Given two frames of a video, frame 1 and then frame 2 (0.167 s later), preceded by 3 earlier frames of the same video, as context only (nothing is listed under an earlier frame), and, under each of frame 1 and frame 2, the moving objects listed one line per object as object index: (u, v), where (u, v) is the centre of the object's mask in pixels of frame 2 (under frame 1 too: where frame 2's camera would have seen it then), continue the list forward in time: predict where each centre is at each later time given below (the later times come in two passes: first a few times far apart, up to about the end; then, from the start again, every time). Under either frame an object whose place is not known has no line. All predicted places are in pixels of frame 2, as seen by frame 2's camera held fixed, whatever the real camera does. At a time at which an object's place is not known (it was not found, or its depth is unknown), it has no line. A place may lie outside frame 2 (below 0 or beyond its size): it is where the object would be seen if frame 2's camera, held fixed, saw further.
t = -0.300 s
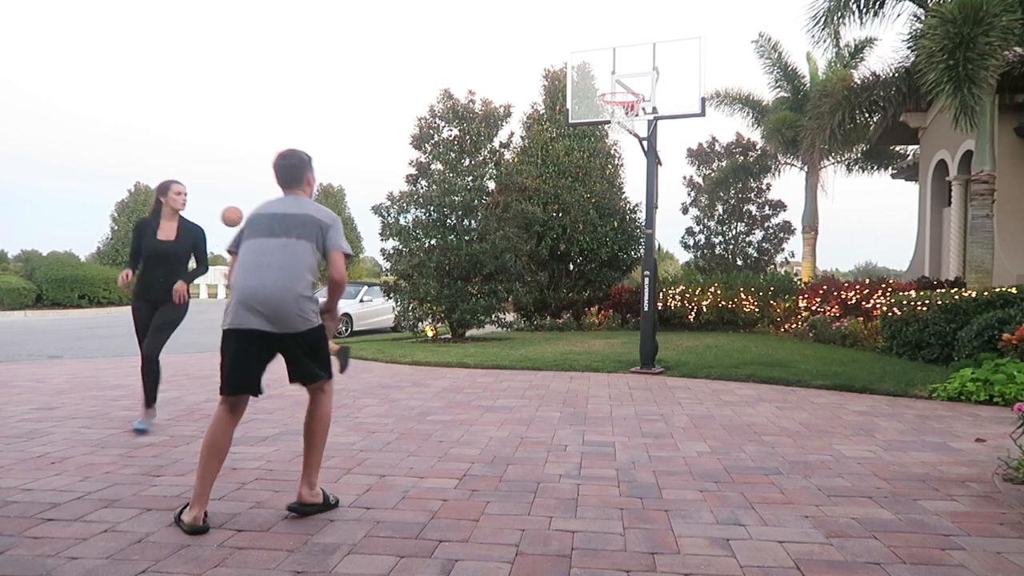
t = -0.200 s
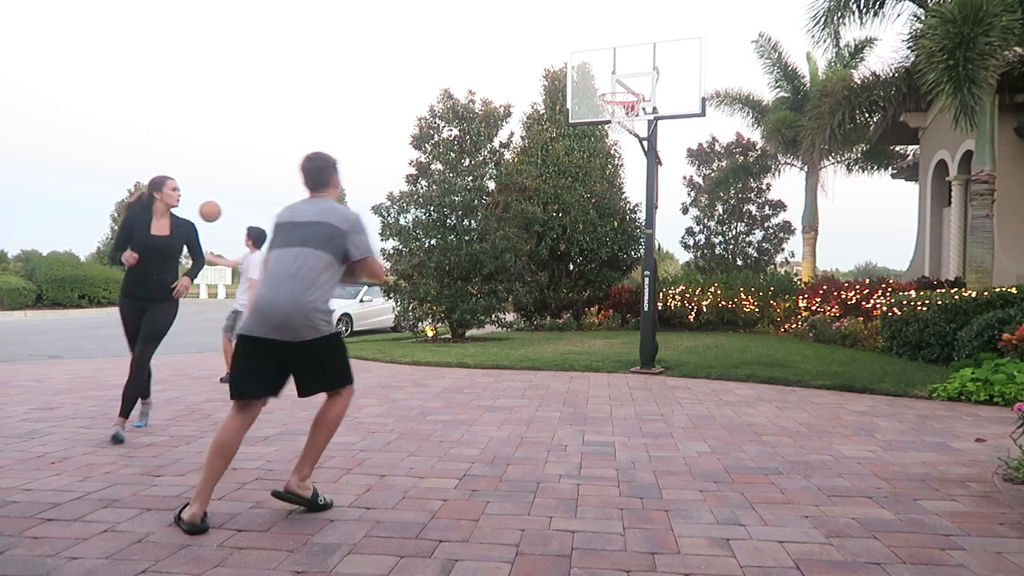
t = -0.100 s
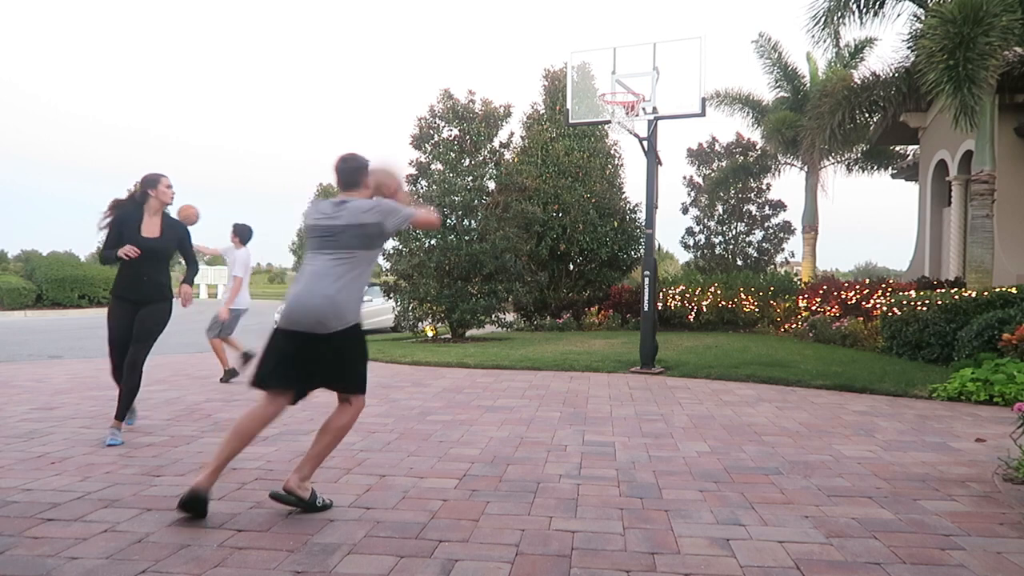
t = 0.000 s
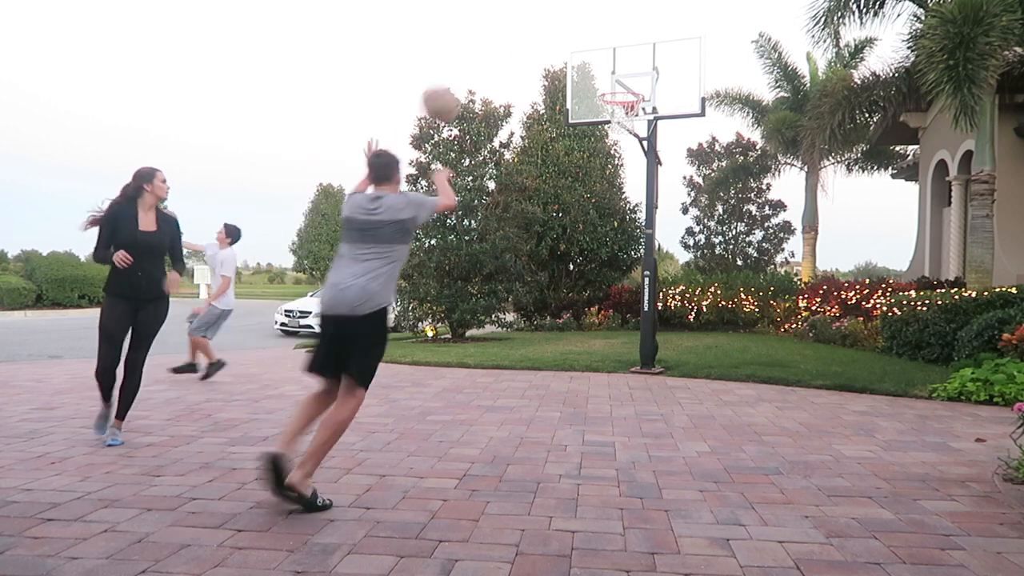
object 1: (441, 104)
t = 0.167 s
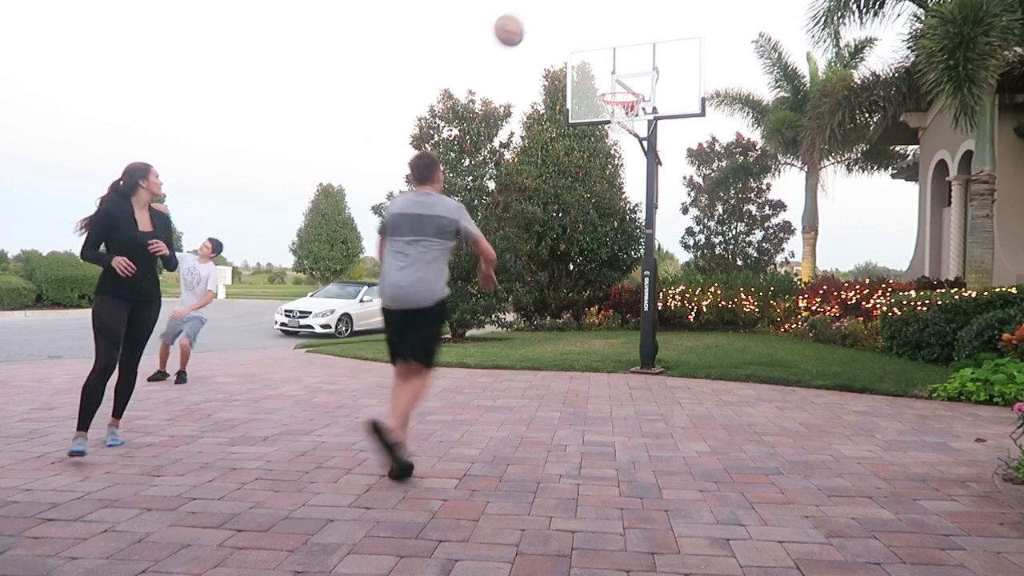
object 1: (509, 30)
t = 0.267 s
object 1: (539, 13)
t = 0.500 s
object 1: (593, 20)
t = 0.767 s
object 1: (611, 62)
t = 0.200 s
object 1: (520, 22)
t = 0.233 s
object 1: (530, 17)
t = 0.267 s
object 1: (539, 13)
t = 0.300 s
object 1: (548, 11)
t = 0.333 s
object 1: (557, 10)
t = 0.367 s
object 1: (565, 10)
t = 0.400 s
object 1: (572, 11)
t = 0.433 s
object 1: (580, 12)
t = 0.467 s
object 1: (587, 15)
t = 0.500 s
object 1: (593, 20)
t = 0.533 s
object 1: (599, 25)
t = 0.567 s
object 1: (605, 30)
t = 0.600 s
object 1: (611, 37)
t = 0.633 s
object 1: (616, 44)
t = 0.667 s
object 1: (621, 52)
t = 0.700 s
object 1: (621, 57)
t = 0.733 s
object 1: (616, 59)
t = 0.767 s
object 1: (611, 62)
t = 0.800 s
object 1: (605, 66)
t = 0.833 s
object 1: (599, 71)
